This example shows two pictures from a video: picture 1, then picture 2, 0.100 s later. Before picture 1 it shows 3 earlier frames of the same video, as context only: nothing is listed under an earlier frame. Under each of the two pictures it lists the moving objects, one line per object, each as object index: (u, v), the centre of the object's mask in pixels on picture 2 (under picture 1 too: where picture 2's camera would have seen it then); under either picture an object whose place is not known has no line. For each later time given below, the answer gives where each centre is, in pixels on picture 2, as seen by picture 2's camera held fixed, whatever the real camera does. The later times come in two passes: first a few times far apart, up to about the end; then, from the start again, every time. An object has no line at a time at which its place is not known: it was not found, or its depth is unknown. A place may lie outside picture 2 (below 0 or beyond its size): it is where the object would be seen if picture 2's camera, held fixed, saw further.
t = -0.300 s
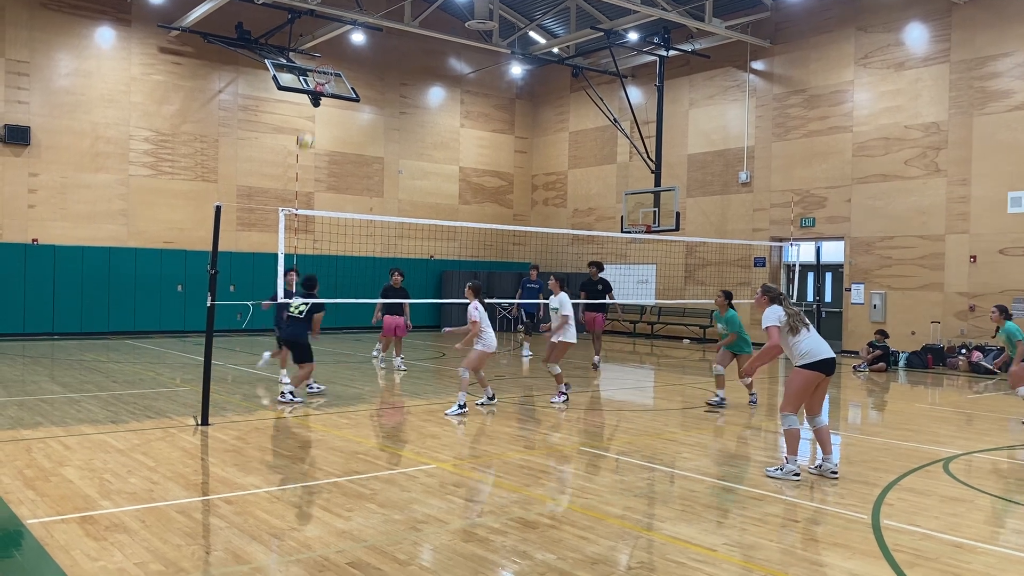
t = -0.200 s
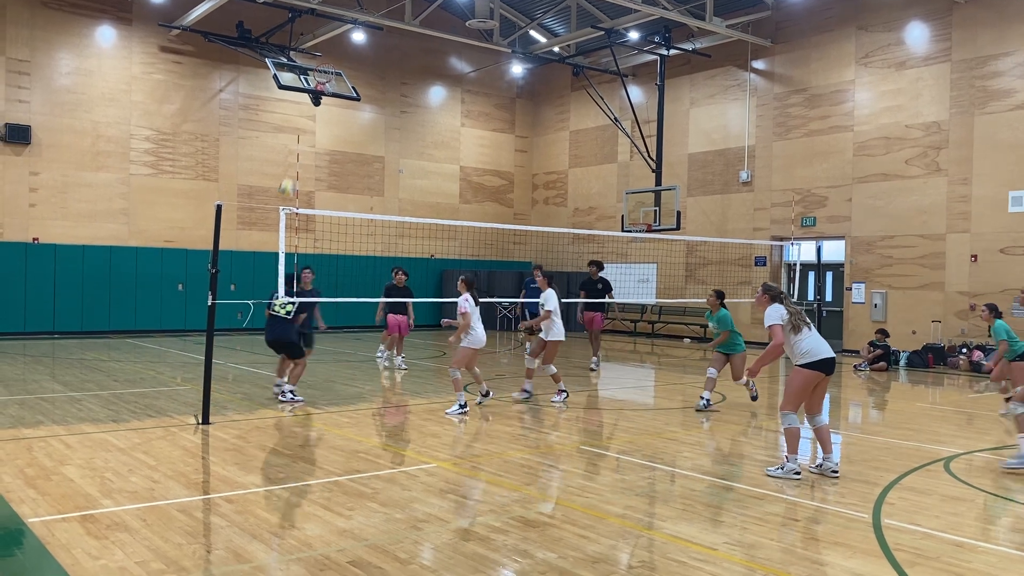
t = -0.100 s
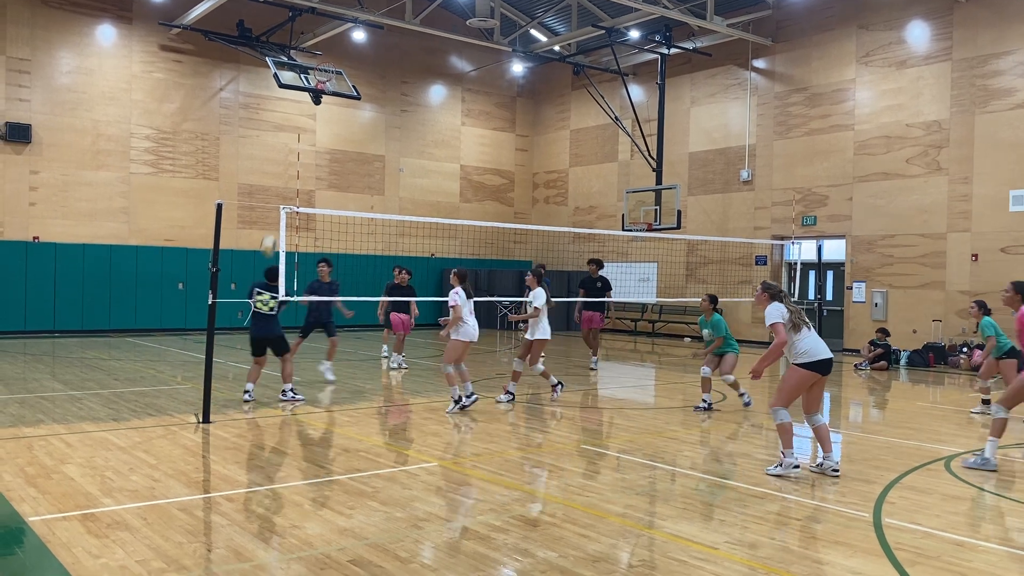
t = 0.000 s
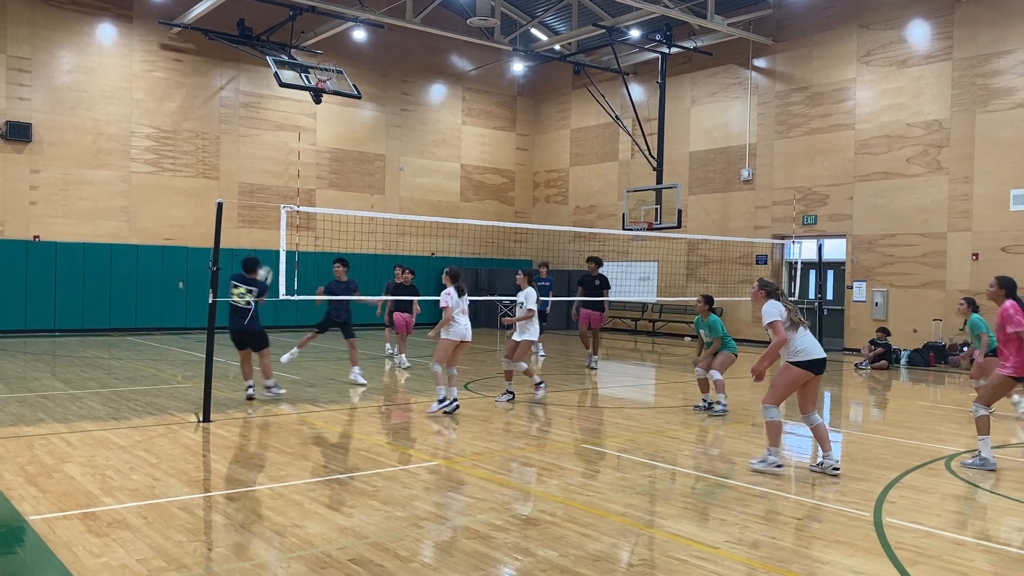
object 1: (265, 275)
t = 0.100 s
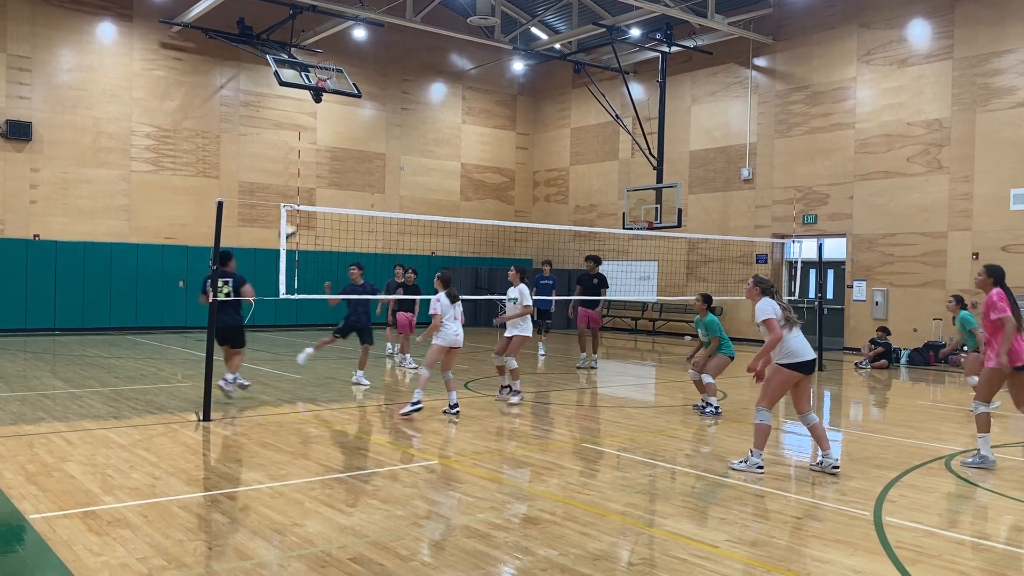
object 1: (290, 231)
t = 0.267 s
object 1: (326, 177)
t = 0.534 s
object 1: (393, 132)
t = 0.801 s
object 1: (462, 150)
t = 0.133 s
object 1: (295, 219)
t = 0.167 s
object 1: (303, 205)
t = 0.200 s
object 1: (311, 197)
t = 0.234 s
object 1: (318, 187)
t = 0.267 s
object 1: (326, 177)
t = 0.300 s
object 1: (335, 168)
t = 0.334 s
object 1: (342, 159)
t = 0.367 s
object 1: (352, 153)
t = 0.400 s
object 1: (360, 148)
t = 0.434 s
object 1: (368, 143)
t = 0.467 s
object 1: (376, 139)
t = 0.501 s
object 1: (384, 135)
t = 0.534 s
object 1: (393, 132)
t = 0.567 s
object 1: (402, 131)
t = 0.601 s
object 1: (410, 130)
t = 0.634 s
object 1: (419, 131)
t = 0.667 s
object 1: (428, 133)
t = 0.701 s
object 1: (436, 136)
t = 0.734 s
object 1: (445, 140)
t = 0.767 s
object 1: (454, 145)
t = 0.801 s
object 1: (462, 150)
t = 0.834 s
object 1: (471, 156)
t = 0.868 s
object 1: (480, 164)
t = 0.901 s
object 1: (489, 172)
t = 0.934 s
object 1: (498, 182)
